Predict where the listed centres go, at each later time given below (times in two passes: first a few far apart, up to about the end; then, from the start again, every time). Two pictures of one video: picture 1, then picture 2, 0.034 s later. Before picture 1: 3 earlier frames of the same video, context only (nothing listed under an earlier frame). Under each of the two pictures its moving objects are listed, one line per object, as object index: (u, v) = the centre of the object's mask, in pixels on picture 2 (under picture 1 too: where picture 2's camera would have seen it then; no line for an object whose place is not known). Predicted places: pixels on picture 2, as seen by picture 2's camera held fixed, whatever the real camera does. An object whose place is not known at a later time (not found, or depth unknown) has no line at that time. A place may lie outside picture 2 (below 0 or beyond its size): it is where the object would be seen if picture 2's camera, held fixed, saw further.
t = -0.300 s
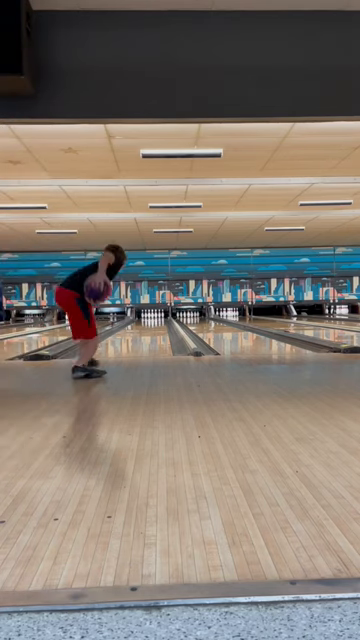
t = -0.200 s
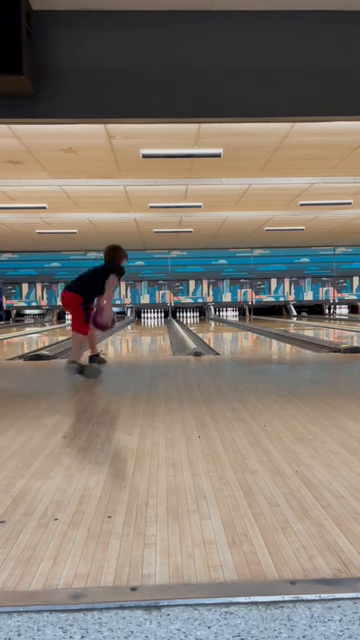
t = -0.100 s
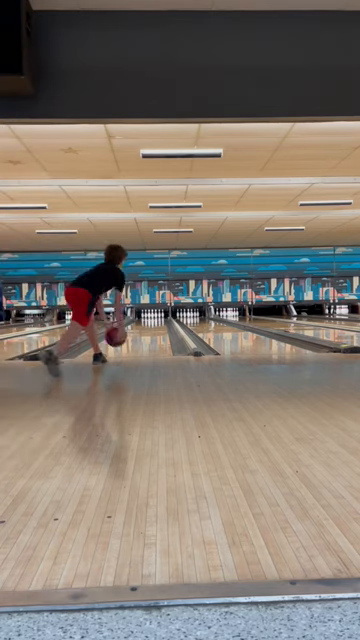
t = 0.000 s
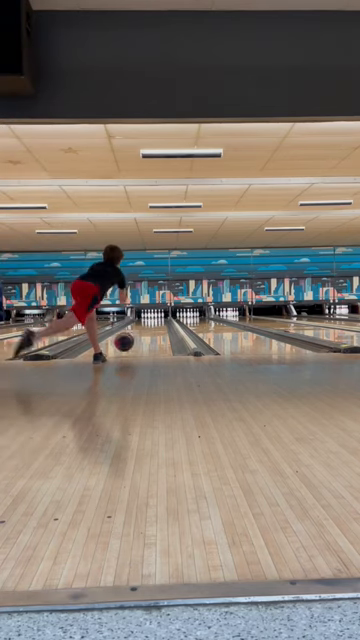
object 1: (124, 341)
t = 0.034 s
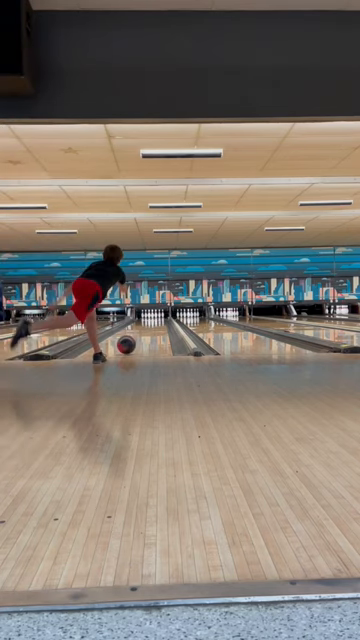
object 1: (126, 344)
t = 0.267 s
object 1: (137, 337)
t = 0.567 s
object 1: (145, 330)
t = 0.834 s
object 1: (149, 327)
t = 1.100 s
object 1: (153, 323)
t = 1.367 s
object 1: (155, 322)
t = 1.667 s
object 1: (157, 321)
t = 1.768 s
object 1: (158, 321)
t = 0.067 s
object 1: (128, 342)
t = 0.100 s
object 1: (129, 341)
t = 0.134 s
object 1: (131, 340)
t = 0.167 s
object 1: (133, 339)
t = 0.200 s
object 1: (134, 339)
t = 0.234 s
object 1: (135, 338)
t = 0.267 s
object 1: (137, 337)
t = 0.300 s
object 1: (138, 336)
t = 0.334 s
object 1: (139, 335)
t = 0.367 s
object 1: (140, 334)
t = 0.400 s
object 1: (141, 333)
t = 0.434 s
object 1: (142, 333)
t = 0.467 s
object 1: (143, 332)
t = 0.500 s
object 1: (143, 332)
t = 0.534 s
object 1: (144, 331)
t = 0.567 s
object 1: (145, 330)
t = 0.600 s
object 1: (146, 330)
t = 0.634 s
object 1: (146, 329)
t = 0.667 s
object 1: (147, 329)
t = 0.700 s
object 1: (148, 328)
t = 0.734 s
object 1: (149, 328)
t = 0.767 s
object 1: (149, 327)
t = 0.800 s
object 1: (149, 327)
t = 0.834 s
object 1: (149, 327)
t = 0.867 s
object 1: (150, 326)
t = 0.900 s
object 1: (150, 326)
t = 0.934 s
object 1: (151, 325)
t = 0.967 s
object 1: (151, 325)
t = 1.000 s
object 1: (152, 324)
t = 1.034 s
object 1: (152, 325)
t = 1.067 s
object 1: (153, 324)
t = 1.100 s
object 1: (153, 323)
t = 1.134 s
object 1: (154, 323)
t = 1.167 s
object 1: (154, 323)
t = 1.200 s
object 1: (153, 323)
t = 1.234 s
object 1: (154, 323)
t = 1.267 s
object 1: (154, 322)
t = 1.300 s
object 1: (154, 322)
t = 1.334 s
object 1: (155, 322)
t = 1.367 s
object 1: (155, 322)
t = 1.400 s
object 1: (155, 321)
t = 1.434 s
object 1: (156, 322)
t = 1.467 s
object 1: (156, 321)
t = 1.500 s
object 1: (156, 321)
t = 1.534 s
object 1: (156, 321)
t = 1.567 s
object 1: (157, 321)
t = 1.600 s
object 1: (157, 321)
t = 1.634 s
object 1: (157, 321)
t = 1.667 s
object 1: (157, 321)
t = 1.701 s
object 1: (157, 320)
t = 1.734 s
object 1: (157, 321)
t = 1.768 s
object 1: (158, 321)
